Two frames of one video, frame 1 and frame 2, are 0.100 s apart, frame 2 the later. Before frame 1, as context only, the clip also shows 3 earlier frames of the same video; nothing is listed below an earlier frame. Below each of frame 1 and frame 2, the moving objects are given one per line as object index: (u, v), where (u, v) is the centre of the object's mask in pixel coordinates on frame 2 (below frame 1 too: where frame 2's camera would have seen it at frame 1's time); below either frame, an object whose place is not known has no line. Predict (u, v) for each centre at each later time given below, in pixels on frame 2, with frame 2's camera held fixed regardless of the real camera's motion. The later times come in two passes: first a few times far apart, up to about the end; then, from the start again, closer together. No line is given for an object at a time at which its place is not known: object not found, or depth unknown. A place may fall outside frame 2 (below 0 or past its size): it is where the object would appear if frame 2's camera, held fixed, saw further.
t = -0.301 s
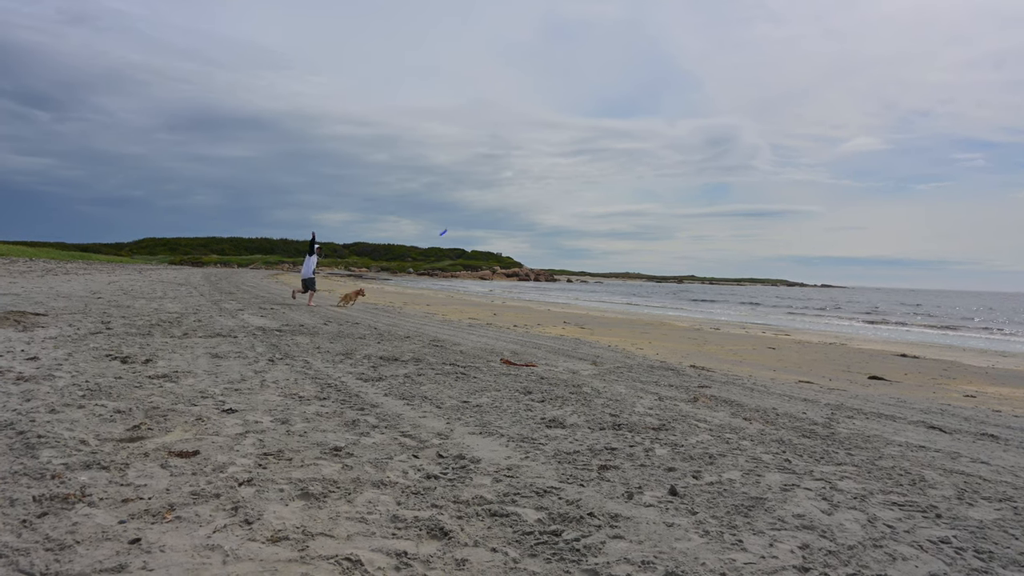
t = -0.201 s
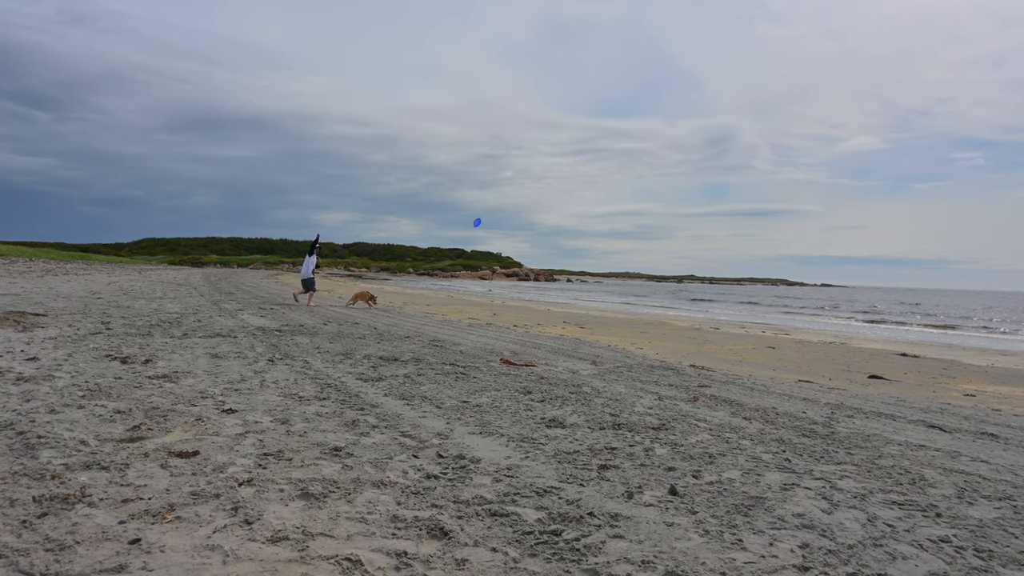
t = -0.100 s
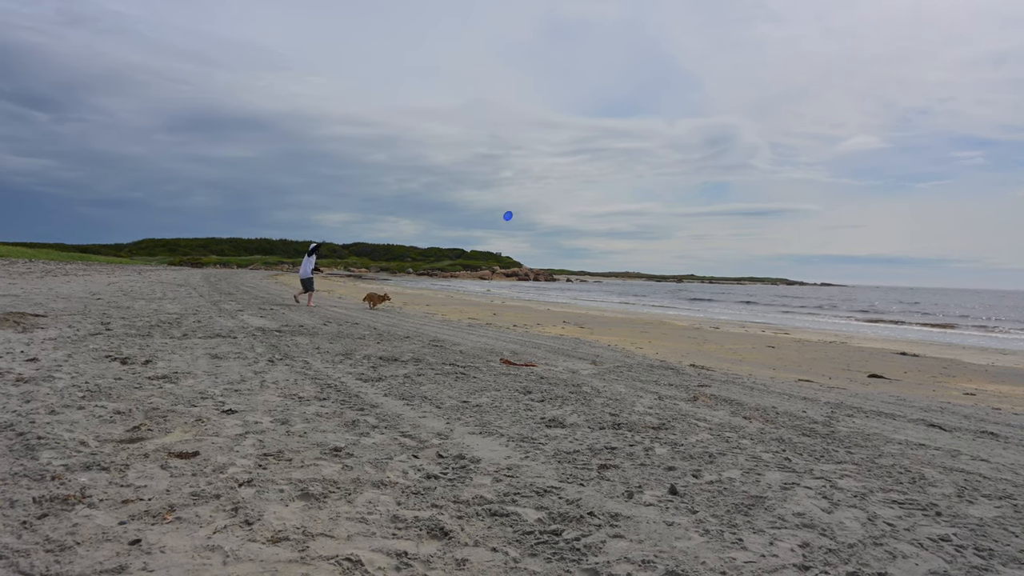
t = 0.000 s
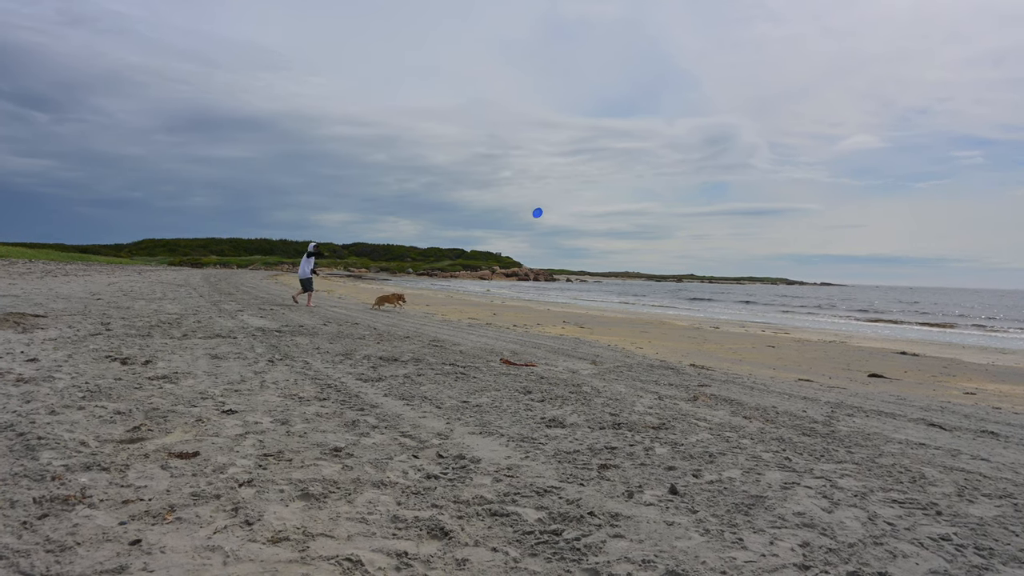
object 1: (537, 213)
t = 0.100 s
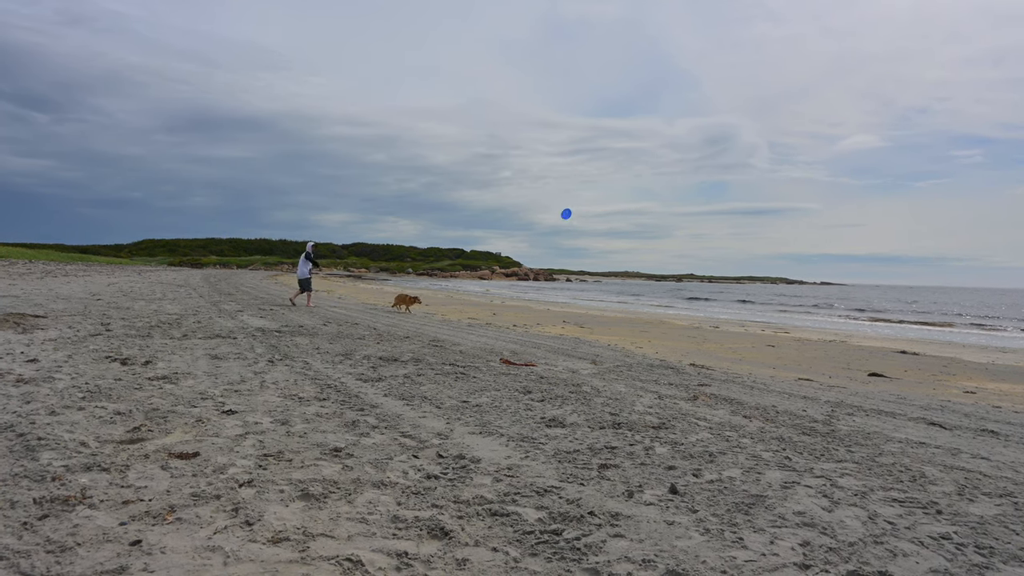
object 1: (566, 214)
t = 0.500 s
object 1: (681, 277)
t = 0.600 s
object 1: (711, 310)
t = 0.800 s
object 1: (775, 346)
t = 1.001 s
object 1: (836, 363)
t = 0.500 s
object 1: (681, 277)
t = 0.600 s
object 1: (711, 310)
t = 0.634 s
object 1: (721, 323)
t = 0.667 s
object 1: (732, 336)
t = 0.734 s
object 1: (753, 347)
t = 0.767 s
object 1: (764, 346)
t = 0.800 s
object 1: (775, 346)
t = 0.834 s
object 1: (785, 347)
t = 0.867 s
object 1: (796, 348)
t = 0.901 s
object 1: (805, 350)
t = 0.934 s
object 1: (815, 353)
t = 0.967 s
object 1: (825, 358)
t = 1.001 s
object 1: (836, 363)
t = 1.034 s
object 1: (848, 365)
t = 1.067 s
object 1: (859, 367)
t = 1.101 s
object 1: (871, 370)
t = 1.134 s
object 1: (883, 372)
